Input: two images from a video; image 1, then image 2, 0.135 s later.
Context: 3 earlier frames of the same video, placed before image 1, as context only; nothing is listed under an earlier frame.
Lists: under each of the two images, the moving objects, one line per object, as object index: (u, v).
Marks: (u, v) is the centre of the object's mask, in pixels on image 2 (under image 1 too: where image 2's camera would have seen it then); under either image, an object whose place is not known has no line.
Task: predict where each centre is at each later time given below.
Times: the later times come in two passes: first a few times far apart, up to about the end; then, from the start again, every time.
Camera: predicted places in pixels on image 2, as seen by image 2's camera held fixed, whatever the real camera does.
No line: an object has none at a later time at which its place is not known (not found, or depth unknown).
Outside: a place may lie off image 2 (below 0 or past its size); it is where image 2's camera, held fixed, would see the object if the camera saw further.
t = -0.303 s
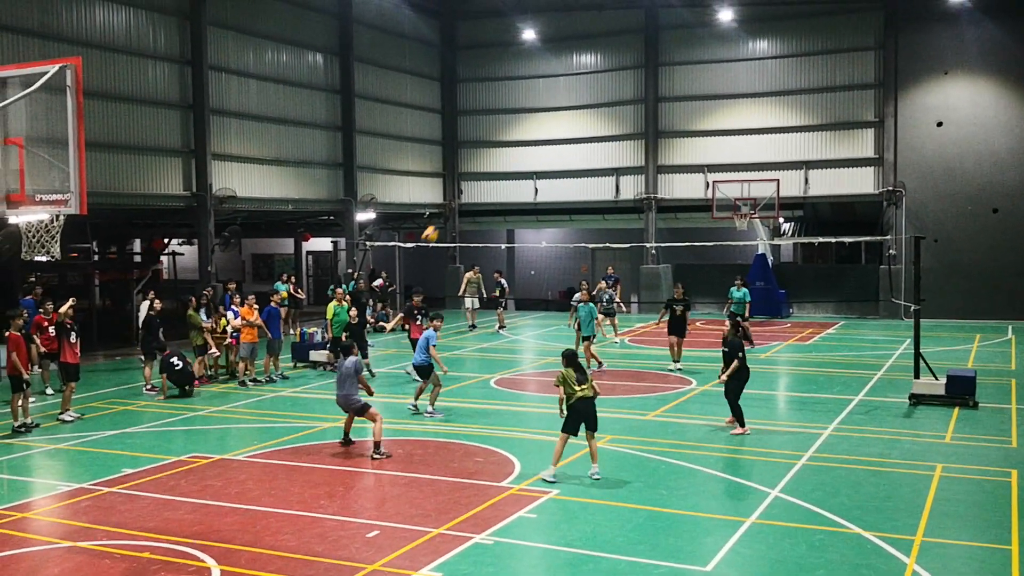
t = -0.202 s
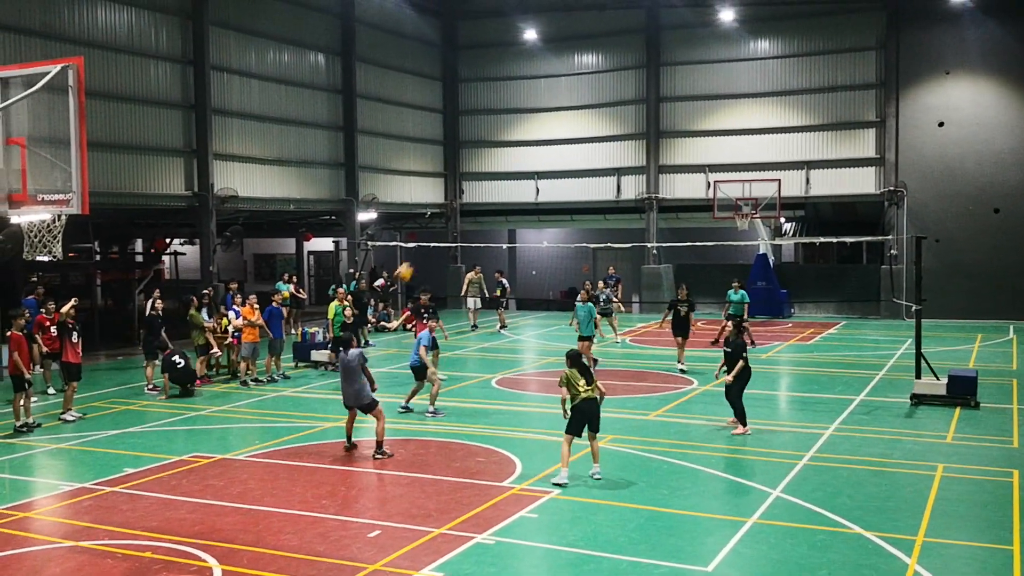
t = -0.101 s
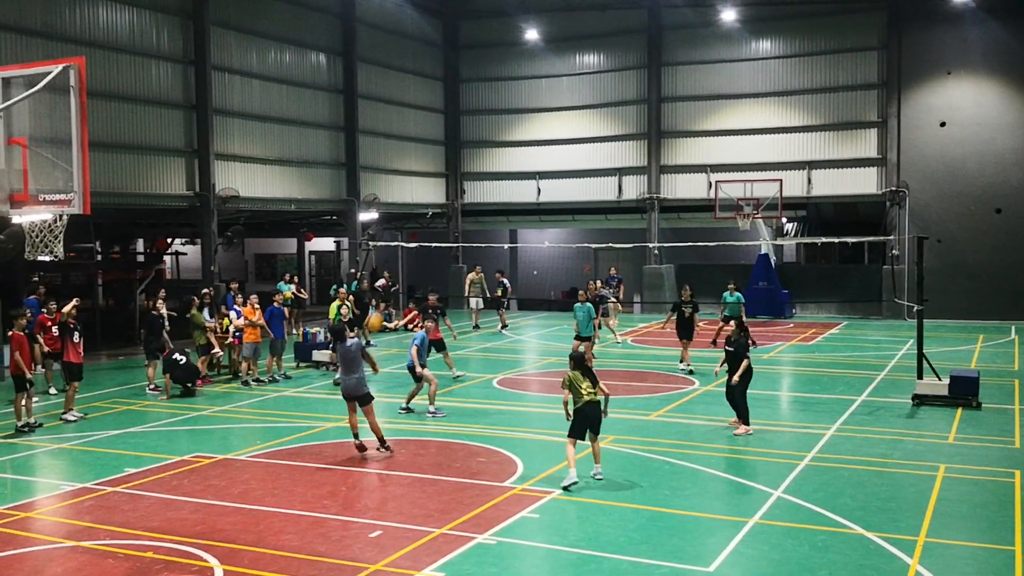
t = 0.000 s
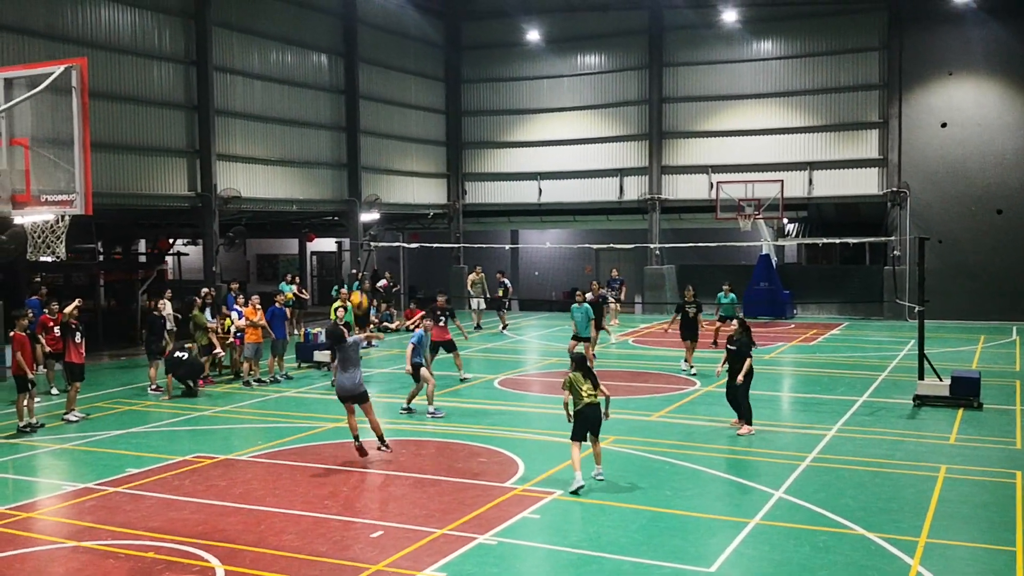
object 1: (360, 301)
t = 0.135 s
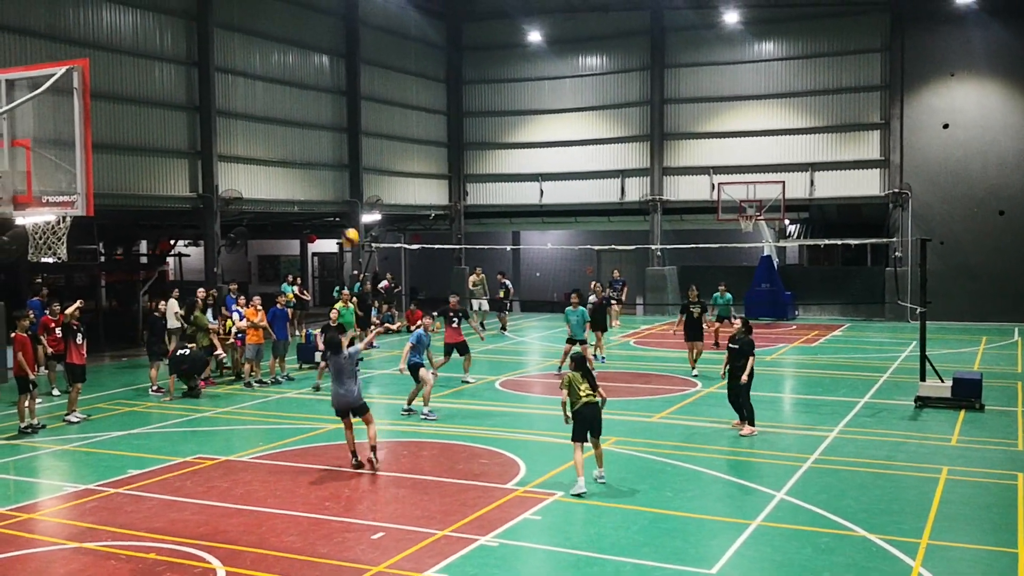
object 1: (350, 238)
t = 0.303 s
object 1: (339, 178)
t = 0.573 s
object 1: (319, 132)
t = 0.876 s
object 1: (300, 149)
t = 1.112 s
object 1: (286, 216)
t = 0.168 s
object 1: (348, 225)
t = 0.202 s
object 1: (346, 212)
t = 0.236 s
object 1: (343, 200)
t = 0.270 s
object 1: (341, 189)
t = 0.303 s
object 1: (339, 178)
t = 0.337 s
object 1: (336, 169)
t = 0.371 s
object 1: (334, 161)
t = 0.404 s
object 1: (331, 154)
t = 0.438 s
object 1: (328, 148)
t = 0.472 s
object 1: (326, 142)
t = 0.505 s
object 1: (324, 138)
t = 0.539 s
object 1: (322, 134)
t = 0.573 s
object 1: (319, 132)
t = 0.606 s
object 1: (317, 130)
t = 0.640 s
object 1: (315, 129)
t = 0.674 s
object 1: (312, 129)
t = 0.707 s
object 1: (310, 130)
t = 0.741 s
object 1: (308, 132)
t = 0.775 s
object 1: (307, 135)
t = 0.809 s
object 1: (305, 139)
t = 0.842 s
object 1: (302, 143)
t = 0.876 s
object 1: (300, 149)
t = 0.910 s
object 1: (298, 156)
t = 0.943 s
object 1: (296, 163)
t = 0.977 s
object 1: (294, 172)
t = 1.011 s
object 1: (293, 182)
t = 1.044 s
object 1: (291, 192)
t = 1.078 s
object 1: (288, 203)
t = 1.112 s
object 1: (286, 216)
